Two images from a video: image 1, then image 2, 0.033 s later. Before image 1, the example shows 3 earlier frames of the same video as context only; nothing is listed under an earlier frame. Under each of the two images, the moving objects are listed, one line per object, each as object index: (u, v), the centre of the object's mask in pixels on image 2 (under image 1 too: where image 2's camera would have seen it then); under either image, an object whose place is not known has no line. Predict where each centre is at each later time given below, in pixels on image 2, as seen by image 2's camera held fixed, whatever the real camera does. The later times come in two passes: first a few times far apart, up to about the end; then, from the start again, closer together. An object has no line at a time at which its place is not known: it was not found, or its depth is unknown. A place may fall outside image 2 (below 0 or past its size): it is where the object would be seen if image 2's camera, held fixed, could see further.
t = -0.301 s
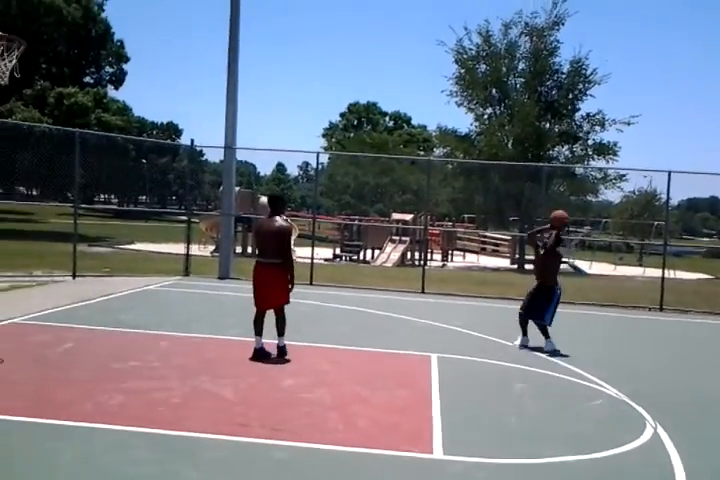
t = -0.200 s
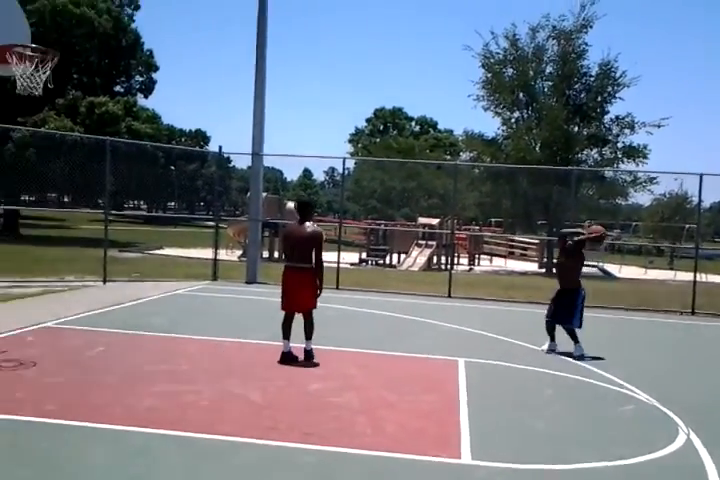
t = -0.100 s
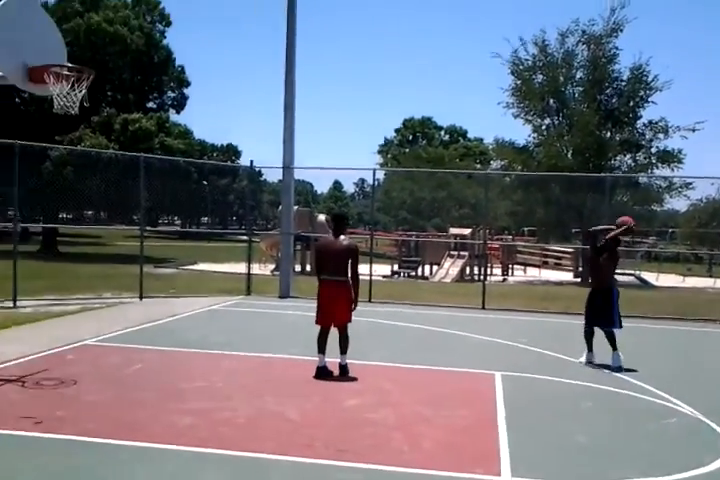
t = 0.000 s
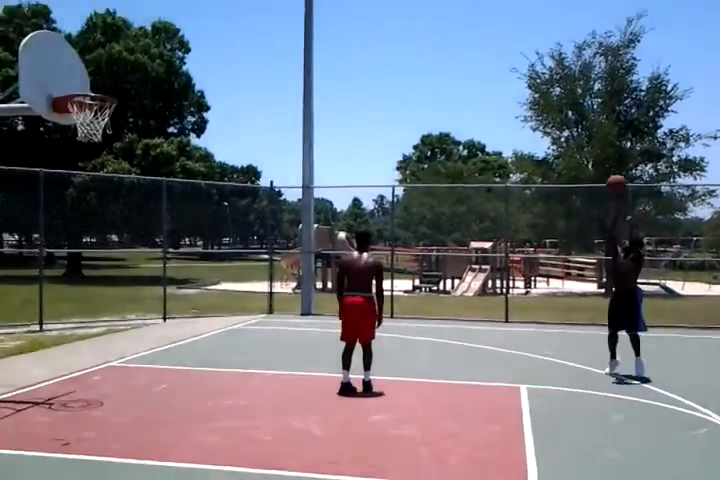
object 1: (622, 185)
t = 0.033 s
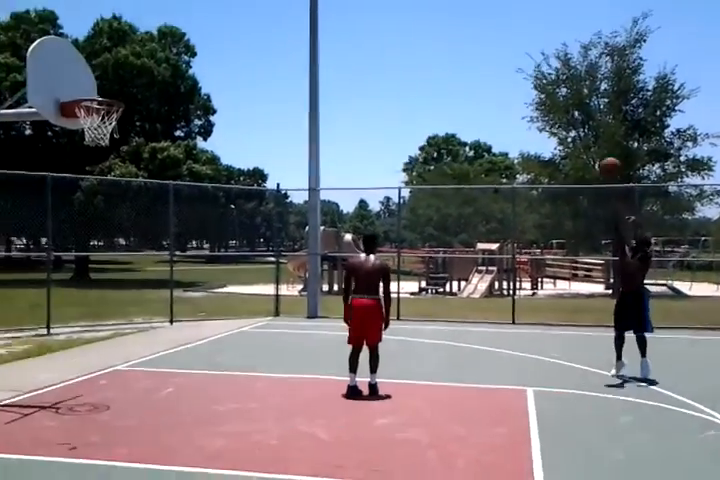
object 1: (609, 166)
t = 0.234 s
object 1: (528, 73)
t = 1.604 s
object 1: (176, 81)
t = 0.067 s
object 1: (596, 148)
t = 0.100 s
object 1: (582, 133)
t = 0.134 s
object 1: (570, 118)
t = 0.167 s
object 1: (556, 103)
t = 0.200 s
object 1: (541, 88)
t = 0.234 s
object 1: (528, 73)
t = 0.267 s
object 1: (513, 61)
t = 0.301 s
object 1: (503, 48)
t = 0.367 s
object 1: (473, 27)
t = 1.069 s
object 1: (151, 42)
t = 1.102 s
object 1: (134, 54)
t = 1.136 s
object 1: (117, 67)
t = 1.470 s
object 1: (141, 70)
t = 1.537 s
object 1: (160, 71)
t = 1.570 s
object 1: (168, 77)
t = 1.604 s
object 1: (176, 81)
